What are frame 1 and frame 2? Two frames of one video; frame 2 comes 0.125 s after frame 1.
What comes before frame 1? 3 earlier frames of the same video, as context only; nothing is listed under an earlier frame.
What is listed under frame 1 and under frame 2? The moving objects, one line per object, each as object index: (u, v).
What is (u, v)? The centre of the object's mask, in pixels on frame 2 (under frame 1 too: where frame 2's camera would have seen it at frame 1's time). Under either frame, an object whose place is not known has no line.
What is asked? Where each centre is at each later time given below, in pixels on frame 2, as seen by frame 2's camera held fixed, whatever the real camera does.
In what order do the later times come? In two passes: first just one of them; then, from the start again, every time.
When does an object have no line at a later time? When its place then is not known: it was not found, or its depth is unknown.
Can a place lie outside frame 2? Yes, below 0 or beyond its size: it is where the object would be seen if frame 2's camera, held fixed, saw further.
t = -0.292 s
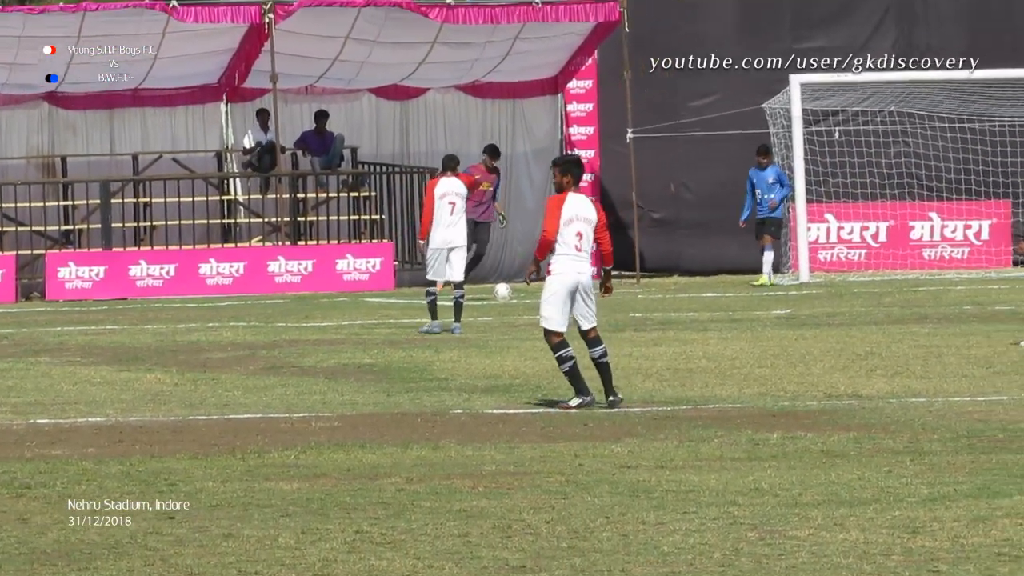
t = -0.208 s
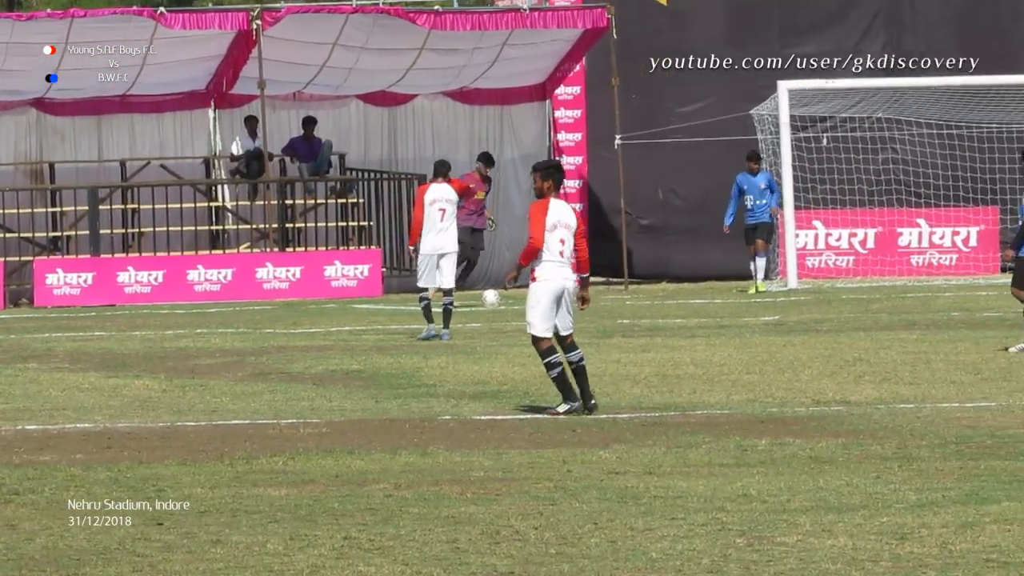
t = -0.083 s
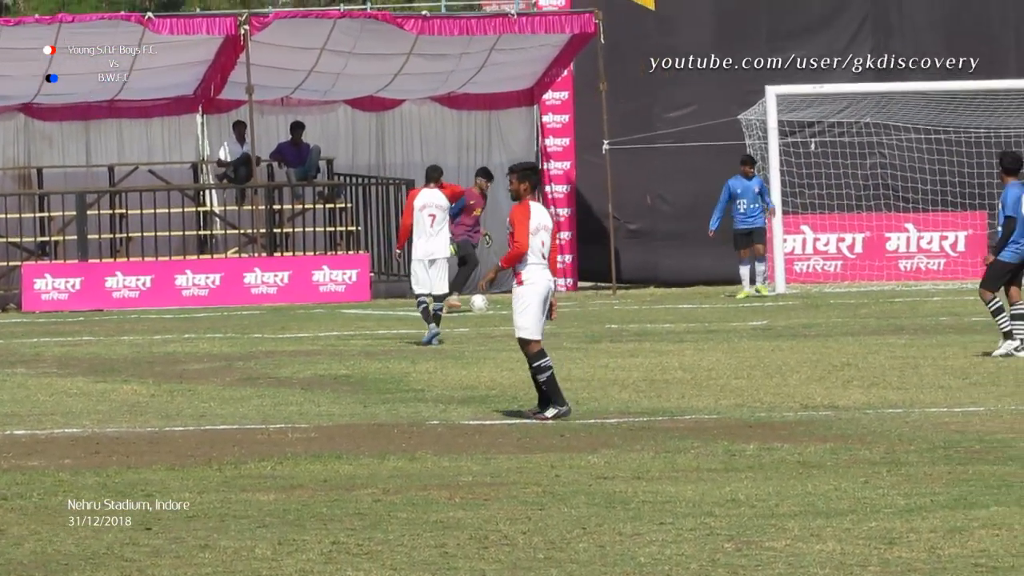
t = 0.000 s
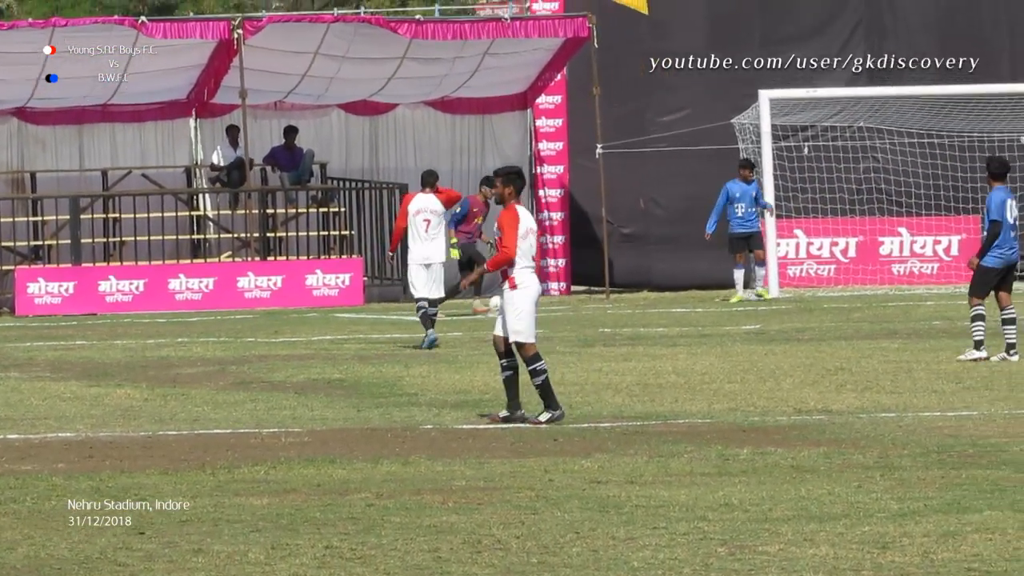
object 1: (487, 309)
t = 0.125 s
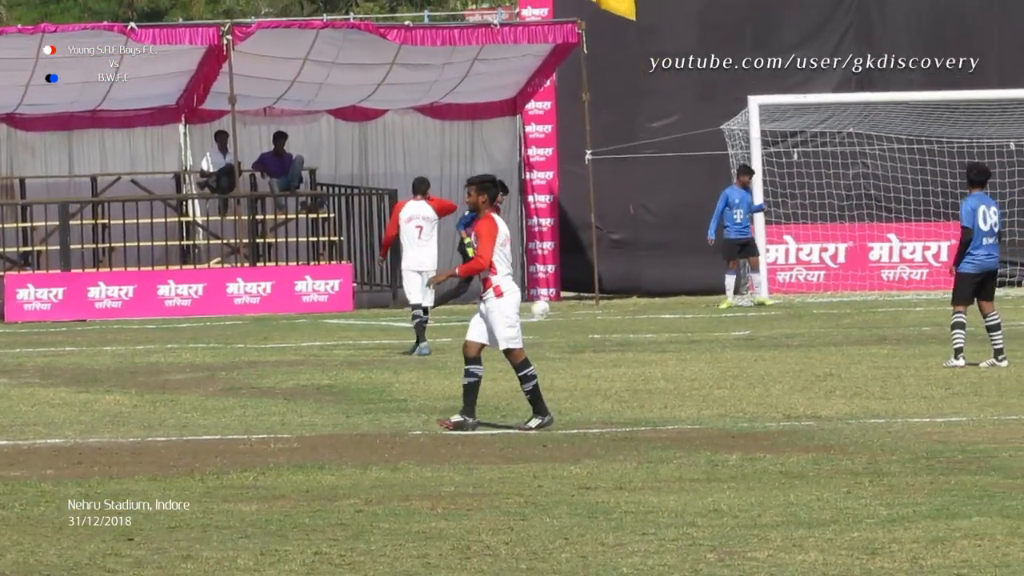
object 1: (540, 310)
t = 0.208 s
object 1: (566, 308)
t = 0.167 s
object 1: (553, 308)
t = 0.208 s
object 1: (566, 308)
